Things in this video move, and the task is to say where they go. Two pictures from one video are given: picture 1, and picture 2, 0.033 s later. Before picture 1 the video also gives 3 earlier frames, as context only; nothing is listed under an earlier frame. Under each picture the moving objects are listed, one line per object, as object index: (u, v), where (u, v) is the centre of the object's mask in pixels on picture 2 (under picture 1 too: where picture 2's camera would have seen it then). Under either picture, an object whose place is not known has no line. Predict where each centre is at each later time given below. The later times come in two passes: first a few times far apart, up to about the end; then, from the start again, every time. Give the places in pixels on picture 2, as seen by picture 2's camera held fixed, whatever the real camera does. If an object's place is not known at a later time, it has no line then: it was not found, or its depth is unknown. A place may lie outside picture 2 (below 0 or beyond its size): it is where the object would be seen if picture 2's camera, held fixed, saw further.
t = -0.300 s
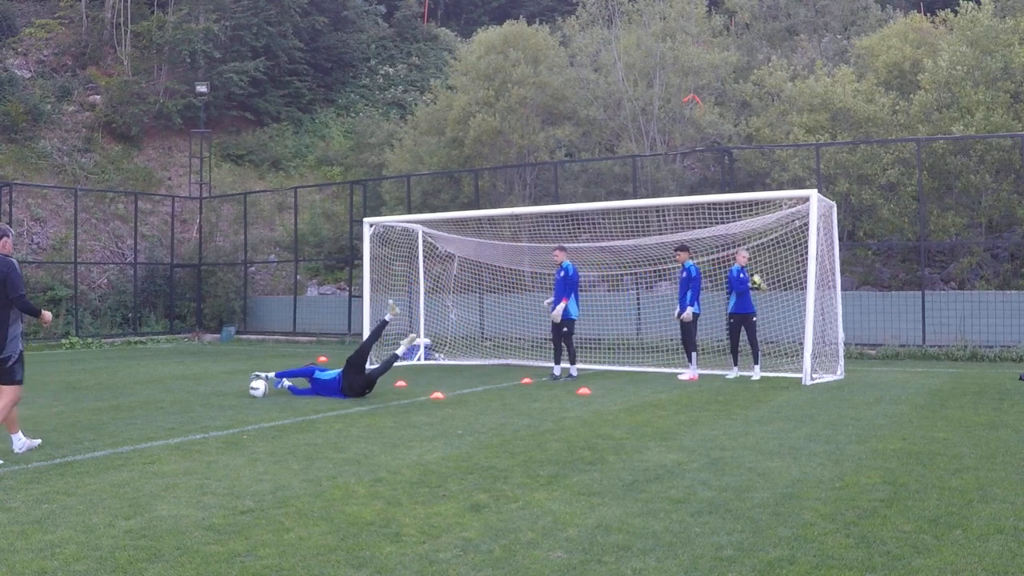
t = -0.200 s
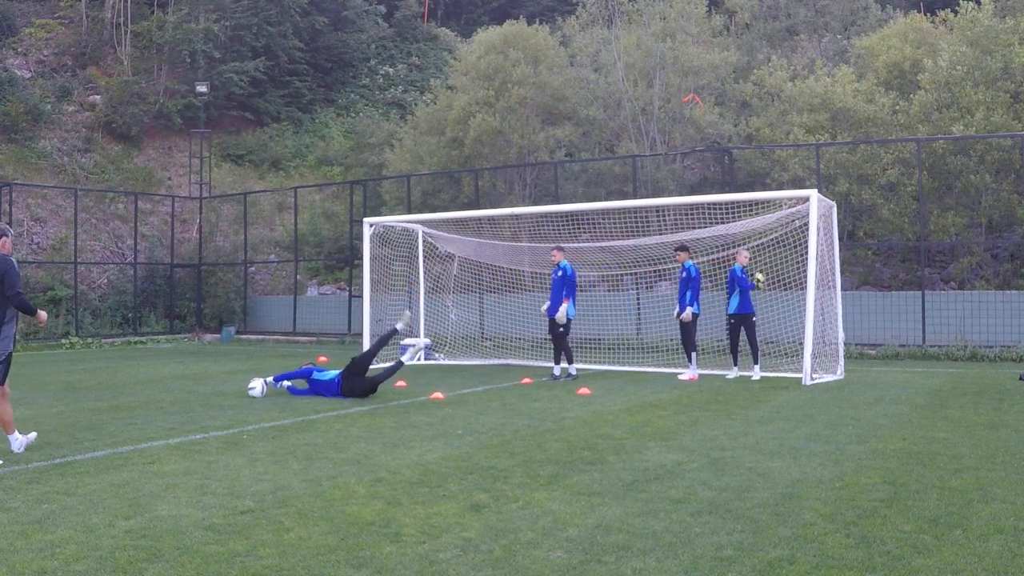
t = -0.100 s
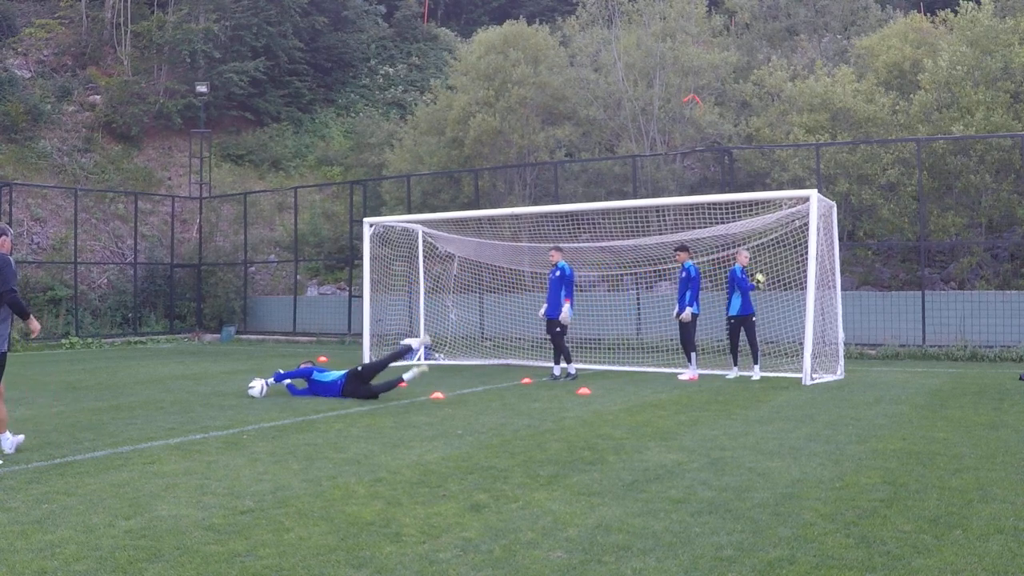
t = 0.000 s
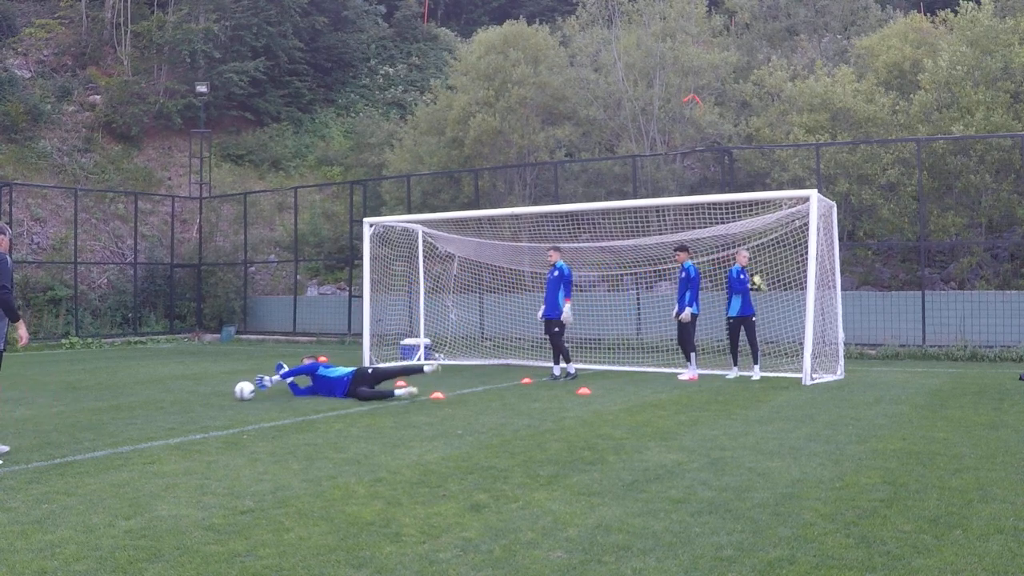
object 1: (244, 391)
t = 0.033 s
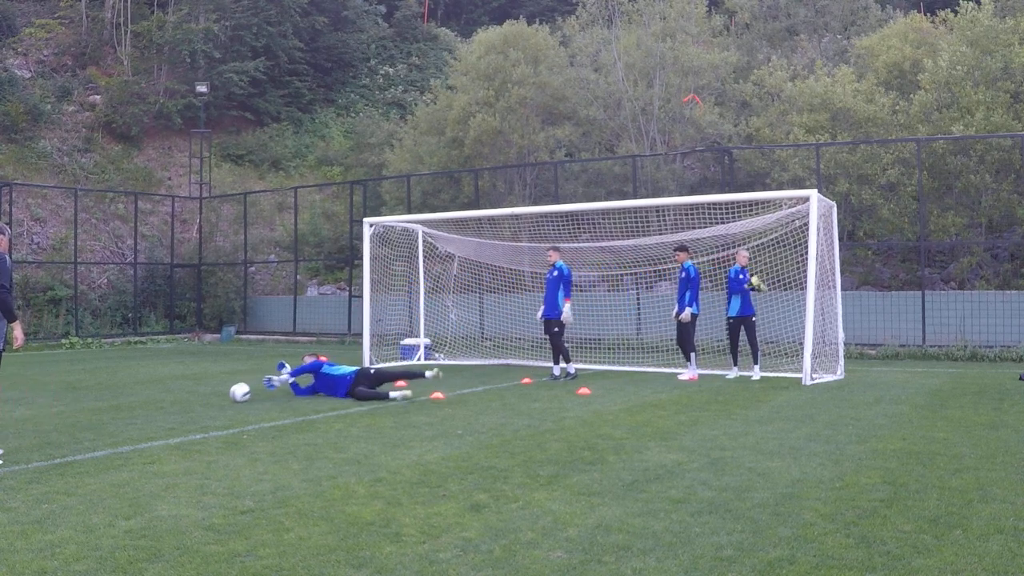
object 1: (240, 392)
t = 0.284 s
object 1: (208, 402)
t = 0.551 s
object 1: (178, 411)
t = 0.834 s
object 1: (141, 421)
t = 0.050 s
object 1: (238, 393)
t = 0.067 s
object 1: (235, 395)
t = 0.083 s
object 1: (233, 395)
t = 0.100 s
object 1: (230, 396)
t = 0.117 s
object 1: (228, 396)
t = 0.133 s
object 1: (227, 396)
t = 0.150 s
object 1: (224, 397)
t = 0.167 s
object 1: (222, 397)
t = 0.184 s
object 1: (220, 398)
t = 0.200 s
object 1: (218, 399)
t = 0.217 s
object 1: (216, 401)
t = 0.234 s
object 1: (214, 401)
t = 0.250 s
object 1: (212, 401)
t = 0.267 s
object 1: (210, 401)
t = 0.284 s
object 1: (208, 402)
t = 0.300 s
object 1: (206, 403)
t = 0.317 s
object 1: (205, 403)
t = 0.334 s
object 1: (203, 404)
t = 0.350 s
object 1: (201, 405)
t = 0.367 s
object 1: (199, 405)
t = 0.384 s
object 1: (197, 406)
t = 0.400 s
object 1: (195, 406)
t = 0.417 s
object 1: (194, 407)
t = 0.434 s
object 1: (192, 407)
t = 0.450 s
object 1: (190, 408)
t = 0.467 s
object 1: (188, 408)
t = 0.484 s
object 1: (186, 409)
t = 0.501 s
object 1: (184, 409)
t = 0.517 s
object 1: (182, 410)
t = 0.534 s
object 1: (180, 410)
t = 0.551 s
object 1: (178, 411)
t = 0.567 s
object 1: (176, 412)
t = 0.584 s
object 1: (174, 412)
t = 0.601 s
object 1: (172, 413)
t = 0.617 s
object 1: (169, 413)
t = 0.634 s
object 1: (168, 414)
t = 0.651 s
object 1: (166, 415)
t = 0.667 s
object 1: (163, 415)
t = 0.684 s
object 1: (161, 415)
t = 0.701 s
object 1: (159, 416)
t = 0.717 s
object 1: (157, 416)
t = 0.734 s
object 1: (155, 417)
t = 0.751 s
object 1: (152, 418)
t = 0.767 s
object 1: (150, 418)
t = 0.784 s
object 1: (148, 418)
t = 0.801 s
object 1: (146, 419)
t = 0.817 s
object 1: (144, 420)
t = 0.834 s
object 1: (141, 421)
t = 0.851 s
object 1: (139, 422)
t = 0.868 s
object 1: (136, 423)
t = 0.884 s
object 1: (135, 423)
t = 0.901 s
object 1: (132, 424)
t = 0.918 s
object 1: (130, 425)
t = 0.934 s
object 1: (128, 426)
